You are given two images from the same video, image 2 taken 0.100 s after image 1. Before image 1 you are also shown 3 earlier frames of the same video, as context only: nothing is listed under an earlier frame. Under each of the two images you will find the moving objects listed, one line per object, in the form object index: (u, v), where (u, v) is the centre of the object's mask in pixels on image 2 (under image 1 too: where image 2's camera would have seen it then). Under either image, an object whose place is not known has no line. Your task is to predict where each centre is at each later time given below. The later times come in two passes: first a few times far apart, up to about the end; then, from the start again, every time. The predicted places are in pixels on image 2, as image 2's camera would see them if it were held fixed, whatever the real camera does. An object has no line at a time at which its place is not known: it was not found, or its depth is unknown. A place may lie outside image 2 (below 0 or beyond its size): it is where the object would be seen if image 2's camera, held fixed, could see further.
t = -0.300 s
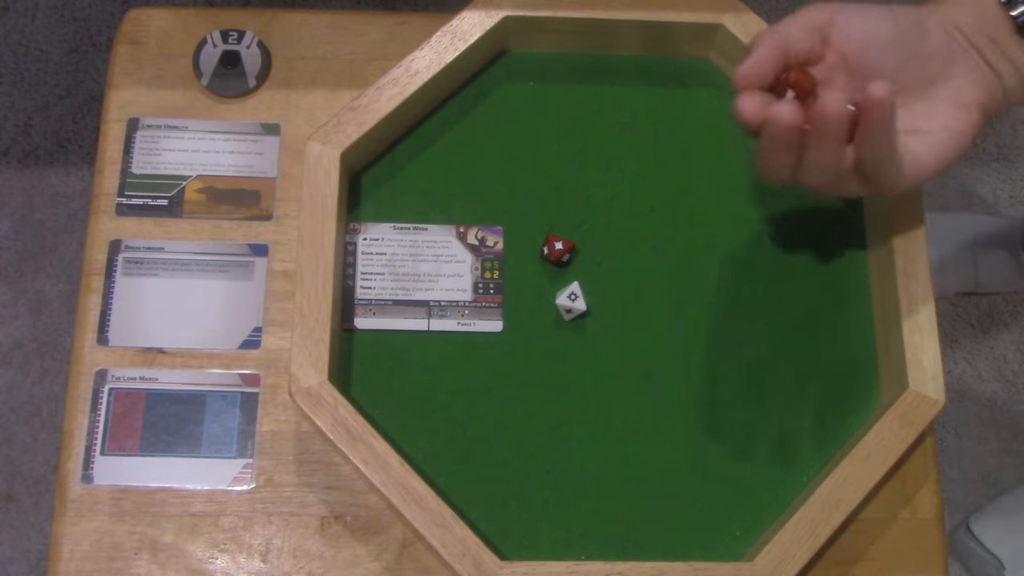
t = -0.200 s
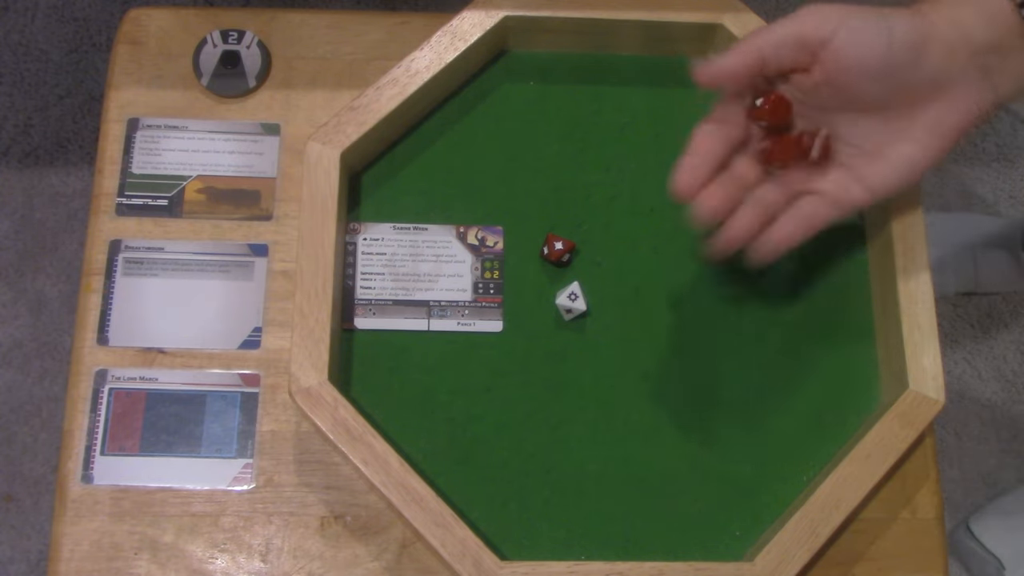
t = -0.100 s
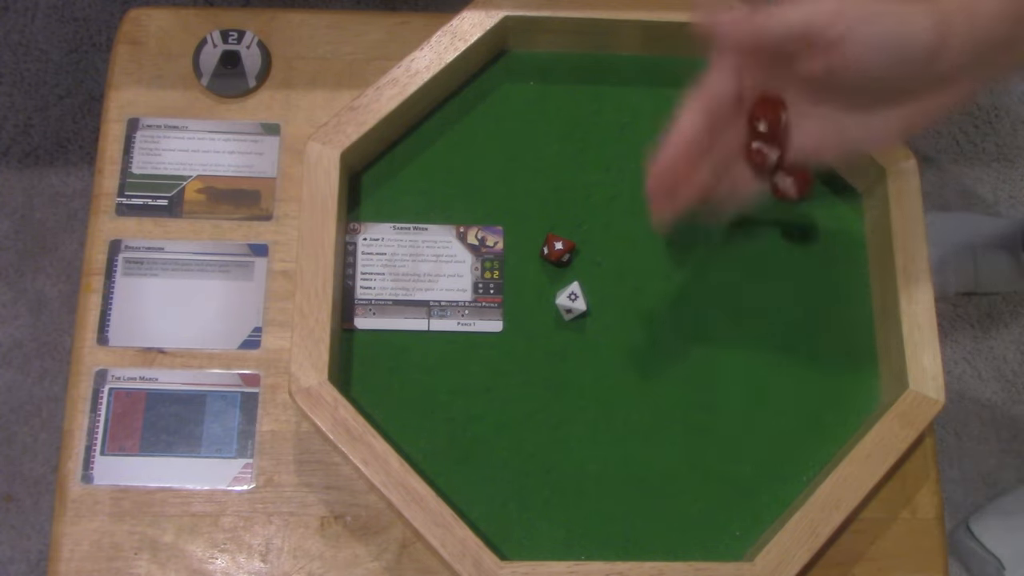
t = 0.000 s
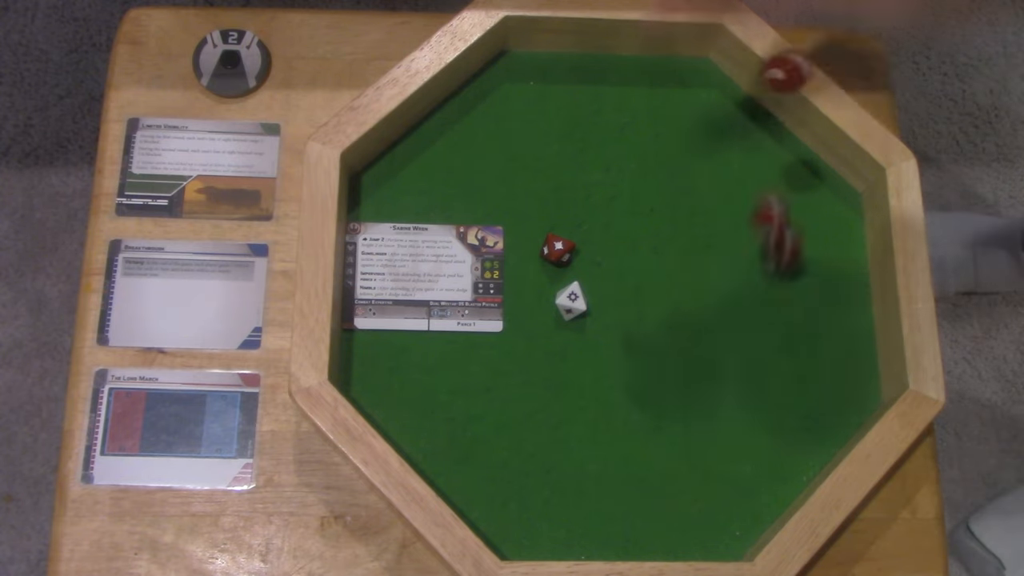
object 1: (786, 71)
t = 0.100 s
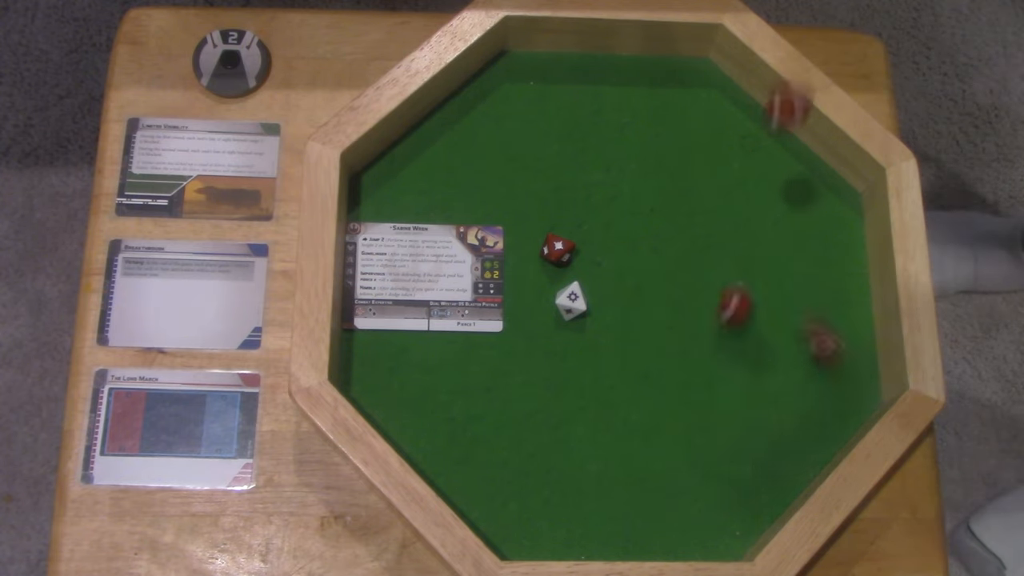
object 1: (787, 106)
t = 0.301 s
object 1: (726, 290)
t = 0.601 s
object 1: (697, 478)
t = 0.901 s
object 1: (695, 475)
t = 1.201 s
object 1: (696, 475)
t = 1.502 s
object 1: (695, 475)
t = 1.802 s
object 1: (695, 475)
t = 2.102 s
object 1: (695, 475)
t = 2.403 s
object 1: (695, 475)
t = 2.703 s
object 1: (695, 475)
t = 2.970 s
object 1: (695, 475)
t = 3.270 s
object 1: (695, 475)
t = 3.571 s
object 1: (695, 475)
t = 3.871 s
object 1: (695, 475)
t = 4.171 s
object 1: (695, 475)
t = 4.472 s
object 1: (695, 475)
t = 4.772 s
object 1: (695, 475)
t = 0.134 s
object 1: (774, 138)
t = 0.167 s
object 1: (758, 177)
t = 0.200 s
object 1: (739, 220)
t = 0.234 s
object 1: (737, 236)
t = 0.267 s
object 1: (734, 260)
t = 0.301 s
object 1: (726, 290)
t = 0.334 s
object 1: (720, 323)
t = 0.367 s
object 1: (716, 359)
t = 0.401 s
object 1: (718, 397)
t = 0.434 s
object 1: (718, 431)
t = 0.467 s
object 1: (715, 465)
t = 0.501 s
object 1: (714, 493)
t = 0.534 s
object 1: (711, 499)
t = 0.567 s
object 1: (703, 486)
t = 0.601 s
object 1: (697, 478)
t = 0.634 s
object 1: (694, 475)
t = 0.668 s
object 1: (696, 475)
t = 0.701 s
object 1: (696, 475)
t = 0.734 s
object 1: (695, 475)
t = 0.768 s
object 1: (695, 475)
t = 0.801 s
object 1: (695, 475)
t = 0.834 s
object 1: (695, 475)
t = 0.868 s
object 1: (695, 475)
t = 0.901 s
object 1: (695, 475)
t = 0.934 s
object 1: (695, 475)
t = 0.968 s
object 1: (695, 475)
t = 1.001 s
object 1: (695, 475)
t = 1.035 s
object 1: (695, 475)
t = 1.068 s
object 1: (696, 475)
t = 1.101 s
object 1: (696, 475)
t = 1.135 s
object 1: (696, 475)
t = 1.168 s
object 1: (695, 475)
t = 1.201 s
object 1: (696, 475)
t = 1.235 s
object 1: (695, 475)
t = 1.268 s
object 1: (696, 475)
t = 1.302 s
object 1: (695, 475)
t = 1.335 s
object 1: (695, 475)
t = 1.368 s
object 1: (695, 475)
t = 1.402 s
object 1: (695, 475)
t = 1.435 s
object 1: (695, 475)
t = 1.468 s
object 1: (695, 475)
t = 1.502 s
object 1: (695, 475)
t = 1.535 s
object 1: (695, 475)
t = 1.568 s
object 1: (695, 475)
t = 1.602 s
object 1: (696, 475)
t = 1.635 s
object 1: (695, 475)
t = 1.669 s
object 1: (696, 475)
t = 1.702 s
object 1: (696, 475)
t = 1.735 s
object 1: (696, 475)
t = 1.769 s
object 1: (696, 475)
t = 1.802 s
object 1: (695, 475)
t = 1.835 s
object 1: (695, 475)
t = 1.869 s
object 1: (695, 475)
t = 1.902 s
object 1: (696, 475)
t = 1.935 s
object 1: (695, 475)
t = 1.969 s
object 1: (695, 475)
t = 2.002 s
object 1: (696, 475)
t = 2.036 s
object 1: (696, 475)
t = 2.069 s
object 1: (696, 475)
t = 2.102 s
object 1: (695, 475)
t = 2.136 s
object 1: (695, 475)
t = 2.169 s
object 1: (695, 475)
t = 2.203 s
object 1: (695, 475)
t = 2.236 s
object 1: (695, 476)
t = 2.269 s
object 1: (695, 475)
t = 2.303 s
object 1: (695, 475)
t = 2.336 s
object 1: (695, 475)
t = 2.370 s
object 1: (695, 475)
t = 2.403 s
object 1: (695, 475)
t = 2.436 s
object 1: (695, 475)
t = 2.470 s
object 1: (695, 475)
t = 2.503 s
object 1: (695, 475)
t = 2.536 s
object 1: (695, 475)
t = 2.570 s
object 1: (695, 475)
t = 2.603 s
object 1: (695, 475)
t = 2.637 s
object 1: (695, 475)
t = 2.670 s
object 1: (695, 475)
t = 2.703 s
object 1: (695, 475)
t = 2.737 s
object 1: (695, 475)
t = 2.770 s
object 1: (695, 475)
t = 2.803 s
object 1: (695, 475)
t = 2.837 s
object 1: (695, 475)
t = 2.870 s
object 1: (695, 475)
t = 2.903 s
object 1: (695, 475)
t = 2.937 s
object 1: (695, 475)
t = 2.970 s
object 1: (695, 475)
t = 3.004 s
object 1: (695, 475)
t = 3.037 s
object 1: (695, 475)
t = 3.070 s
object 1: (695, 475)
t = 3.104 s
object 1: (695, 475)
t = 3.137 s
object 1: (695, 475)
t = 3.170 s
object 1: (695, 475)
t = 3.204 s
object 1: (695, 475)
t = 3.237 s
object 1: (695, 475)
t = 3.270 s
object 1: (695, 475)
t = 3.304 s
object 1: (695, 475)
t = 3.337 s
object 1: (695, 475)
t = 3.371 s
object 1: (695, 475)
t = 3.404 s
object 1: (695, 475)
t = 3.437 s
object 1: (695, 475)
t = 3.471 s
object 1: (695, 475)
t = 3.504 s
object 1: (695, 475)
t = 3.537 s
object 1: (695, 475)
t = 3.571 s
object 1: (695, 475)
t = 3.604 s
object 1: (695, 475)
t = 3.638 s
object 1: (695, 475)
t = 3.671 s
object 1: (695, 475)
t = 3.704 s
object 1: (695, 475)
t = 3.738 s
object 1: (695, 475)
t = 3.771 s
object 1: (695, 475)
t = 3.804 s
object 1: (695, 475)
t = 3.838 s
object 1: (695, 475)
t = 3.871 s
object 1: (695, 475)
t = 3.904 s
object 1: (695, 475)
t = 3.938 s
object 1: (695, 475)
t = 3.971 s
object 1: (695, 475)
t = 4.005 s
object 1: (695, 475)
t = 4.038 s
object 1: (695, 475)
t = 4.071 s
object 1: (695, 475)
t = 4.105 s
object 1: (695, 475)
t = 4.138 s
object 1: (695, 476)
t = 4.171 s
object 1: (695, 475)
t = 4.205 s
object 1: (695, 475)
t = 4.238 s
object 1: (695, 475)
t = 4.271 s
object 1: (695, 475)
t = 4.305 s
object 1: (695, 475)
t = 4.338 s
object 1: (695, 475)
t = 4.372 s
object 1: (695, 475)
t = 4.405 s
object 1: (695, 476)
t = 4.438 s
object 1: (695, 476)
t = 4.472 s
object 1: (695, 475)
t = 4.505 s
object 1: (695, 475)
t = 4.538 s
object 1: (695, 475)
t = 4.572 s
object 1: (695, 475)
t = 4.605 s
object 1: (695, 476)
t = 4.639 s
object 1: (695, 476)
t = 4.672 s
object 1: (695, 476)
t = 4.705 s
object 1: (695, 475)
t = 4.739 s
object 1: (695, 475)
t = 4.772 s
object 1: (695, 475)
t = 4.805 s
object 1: (695, 475)
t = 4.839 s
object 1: (695, 475)
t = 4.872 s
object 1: (695, 475)
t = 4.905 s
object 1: (695, 475)
